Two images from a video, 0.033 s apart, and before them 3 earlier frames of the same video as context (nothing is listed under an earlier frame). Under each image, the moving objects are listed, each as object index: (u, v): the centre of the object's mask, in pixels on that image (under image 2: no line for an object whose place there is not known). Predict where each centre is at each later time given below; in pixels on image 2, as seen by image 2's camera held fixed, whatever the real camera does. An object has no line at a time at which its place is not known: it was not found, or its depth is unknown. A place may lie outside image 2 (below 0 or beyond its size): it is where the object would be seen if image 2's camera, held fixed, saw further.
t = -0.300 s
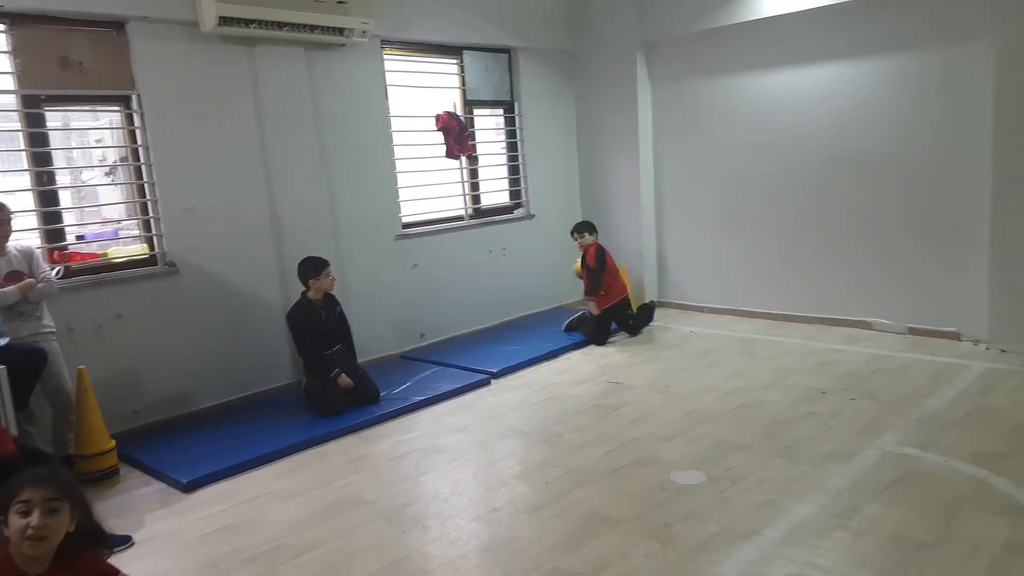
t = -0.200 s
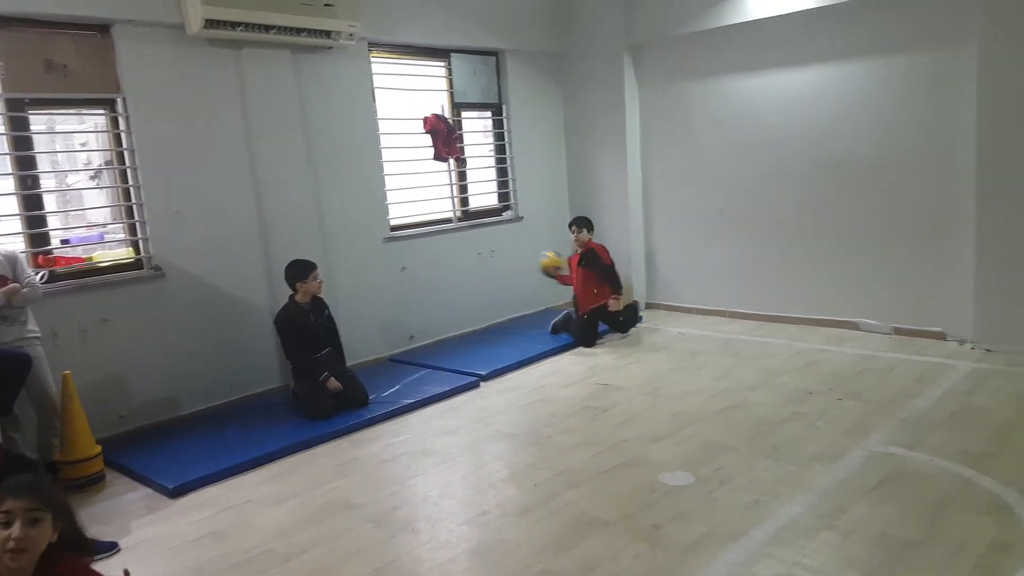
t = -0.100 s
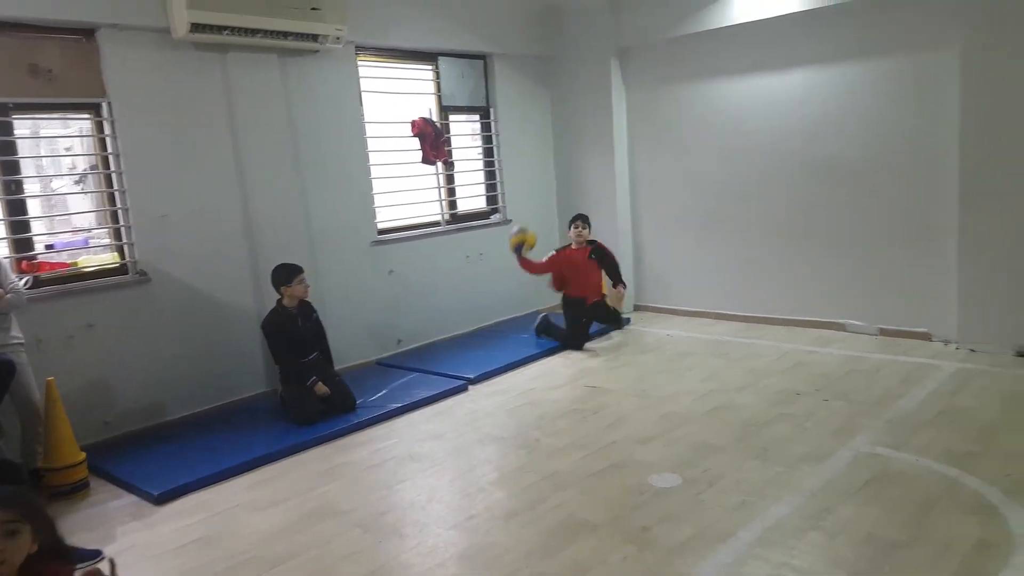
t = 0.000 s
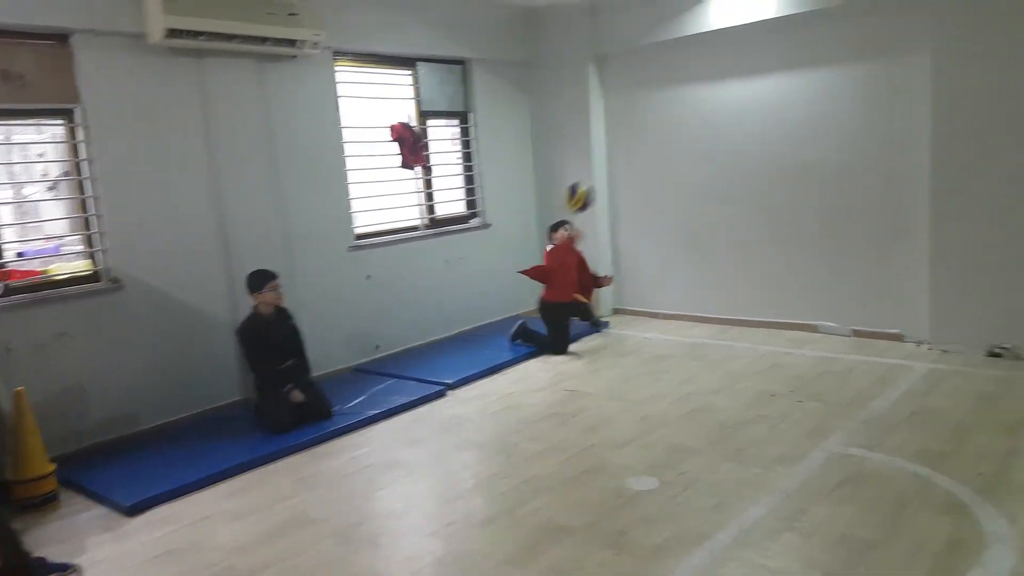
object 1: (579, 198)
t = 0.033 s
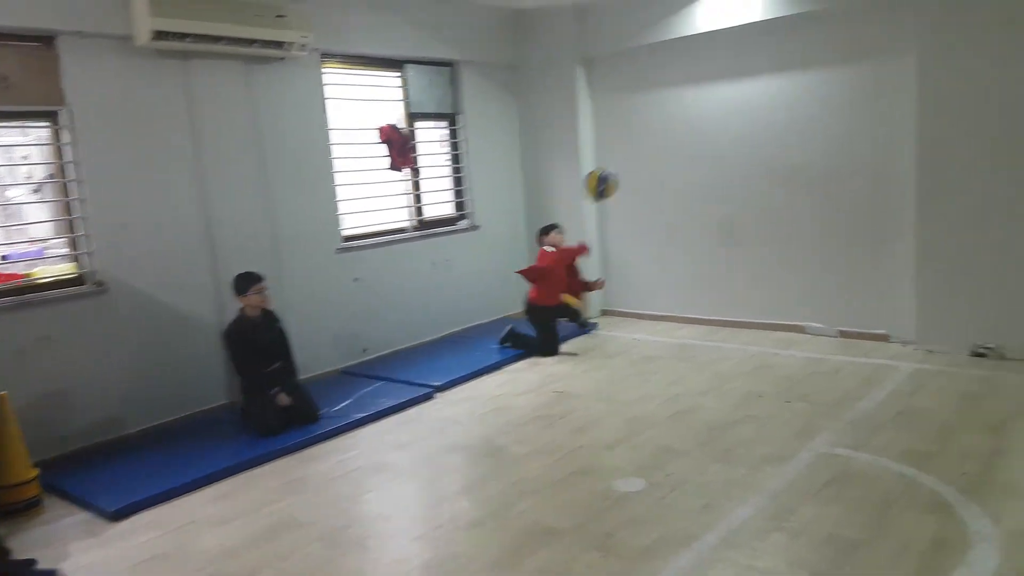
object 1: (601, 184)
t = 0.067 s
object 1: (637, 170)
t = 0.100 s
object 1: (675, 155)
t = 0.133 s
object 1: (719, 142)
